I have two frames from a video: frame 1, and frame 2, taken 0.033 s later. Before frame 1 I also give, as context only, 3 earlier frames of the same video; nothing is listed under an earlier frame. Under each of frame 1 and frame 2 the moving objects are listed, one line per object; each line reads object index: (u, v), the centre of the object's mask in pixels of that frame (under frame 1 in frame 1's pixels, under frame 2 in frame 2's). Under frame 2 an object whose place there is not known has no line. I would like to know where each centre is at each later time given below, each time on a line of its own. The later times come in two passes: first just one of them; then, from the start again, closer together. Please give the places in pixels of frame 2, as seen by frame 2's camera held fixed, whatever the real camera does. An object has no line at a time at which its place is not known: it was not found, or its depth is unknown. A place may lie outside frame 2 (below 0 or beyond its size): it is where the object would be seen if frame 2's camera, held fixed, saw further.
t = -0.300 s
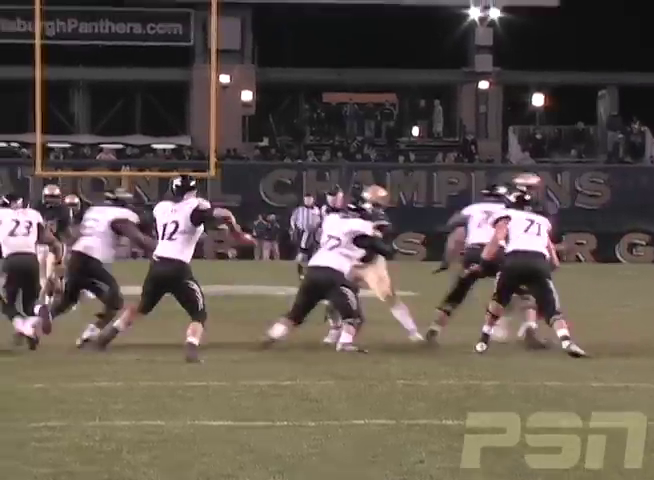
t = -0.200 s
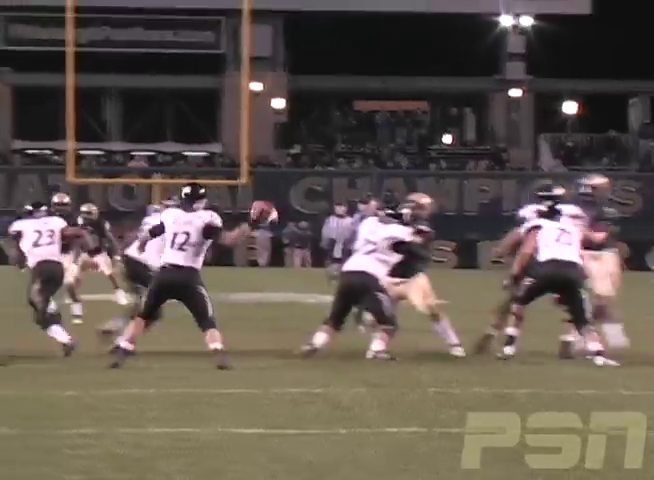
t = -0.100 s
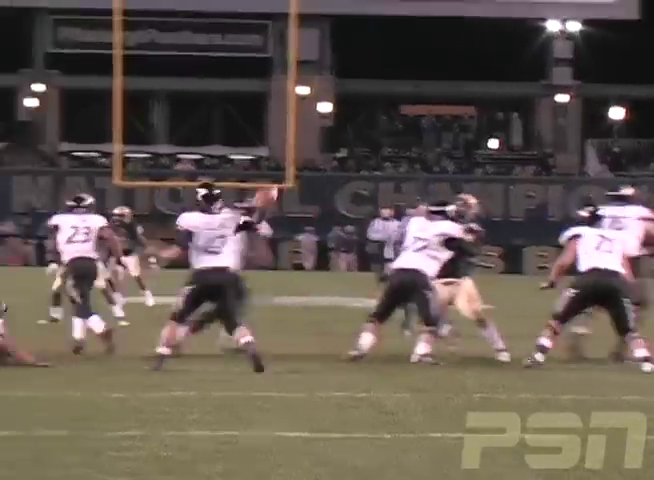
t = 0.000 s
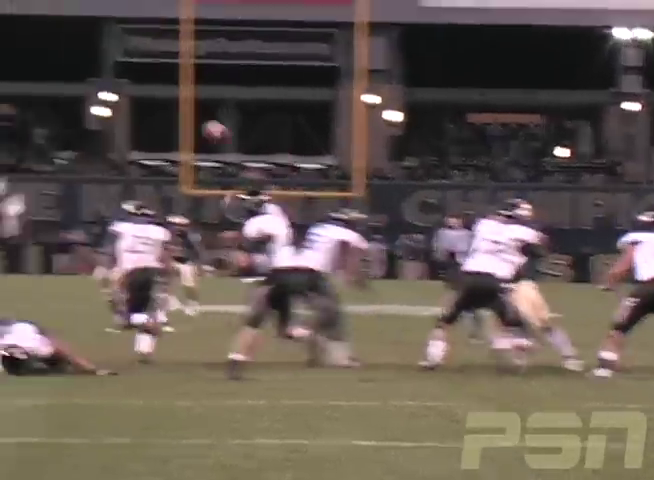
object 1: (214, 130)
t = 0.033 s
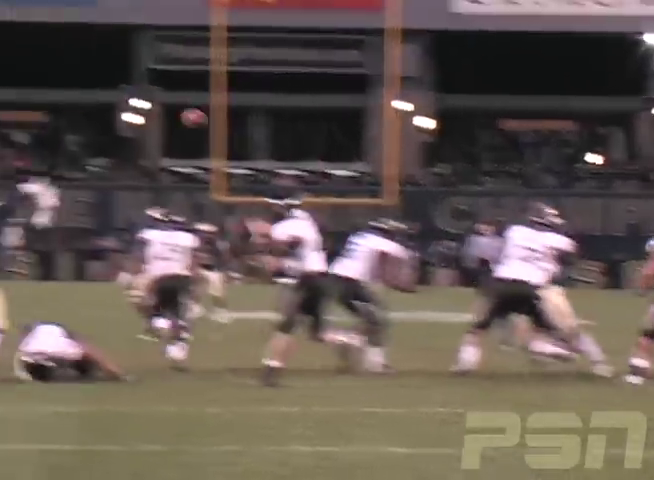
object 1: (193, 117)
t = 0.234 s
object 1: (-86, 34)
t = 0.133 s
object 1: (51, 67)
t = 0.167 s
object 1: (5, 55)
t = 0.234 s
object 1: (-86, 34)
